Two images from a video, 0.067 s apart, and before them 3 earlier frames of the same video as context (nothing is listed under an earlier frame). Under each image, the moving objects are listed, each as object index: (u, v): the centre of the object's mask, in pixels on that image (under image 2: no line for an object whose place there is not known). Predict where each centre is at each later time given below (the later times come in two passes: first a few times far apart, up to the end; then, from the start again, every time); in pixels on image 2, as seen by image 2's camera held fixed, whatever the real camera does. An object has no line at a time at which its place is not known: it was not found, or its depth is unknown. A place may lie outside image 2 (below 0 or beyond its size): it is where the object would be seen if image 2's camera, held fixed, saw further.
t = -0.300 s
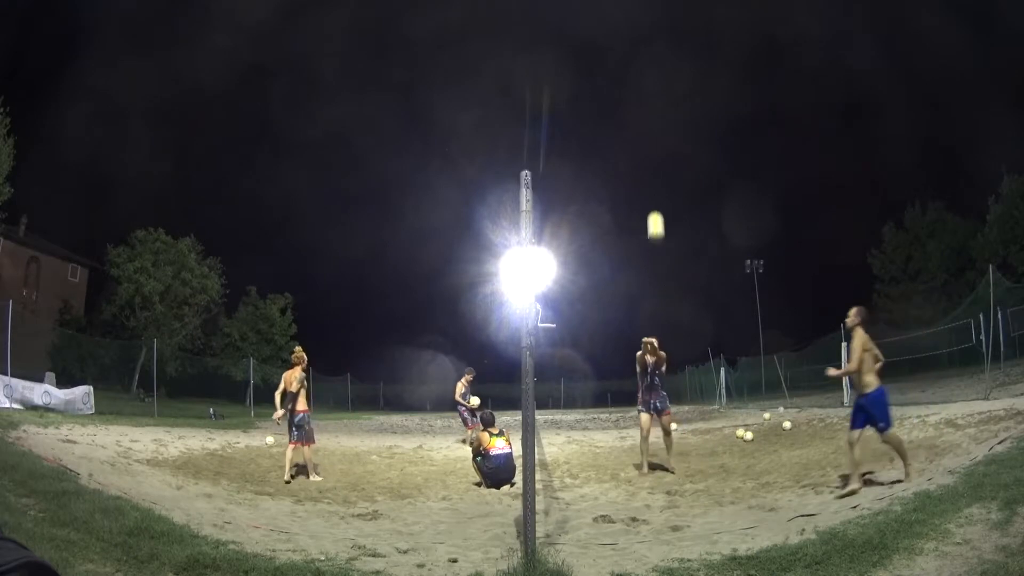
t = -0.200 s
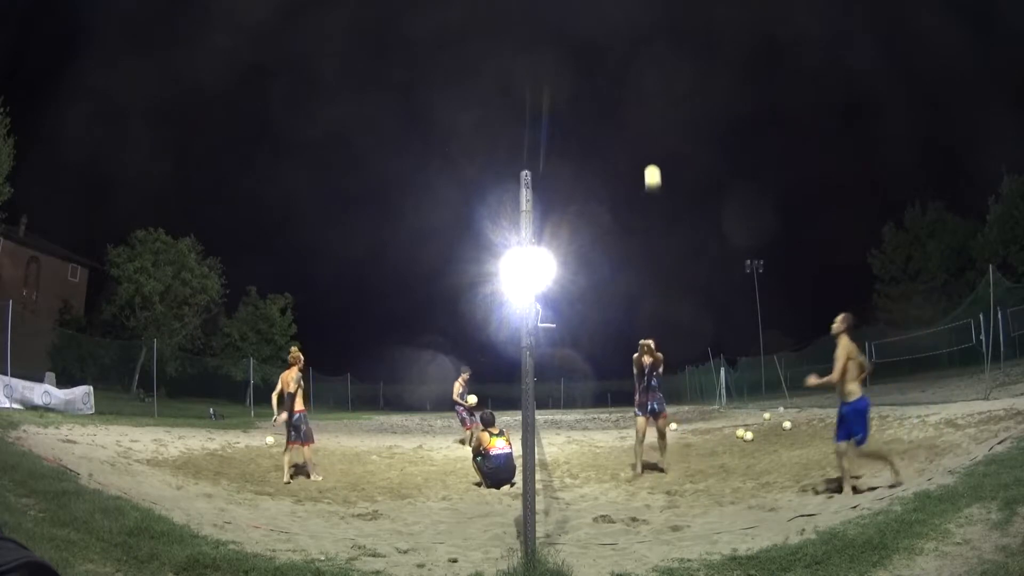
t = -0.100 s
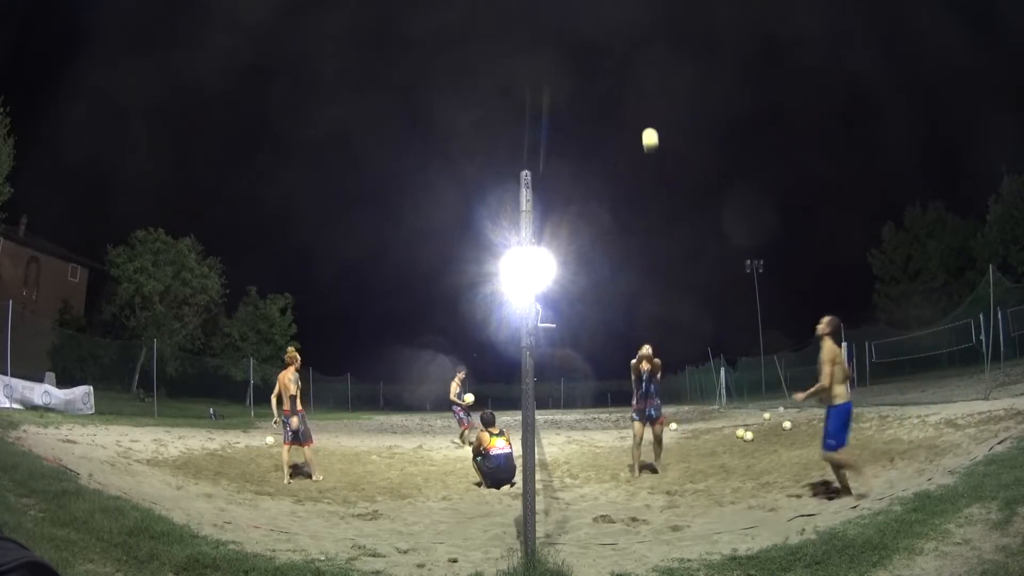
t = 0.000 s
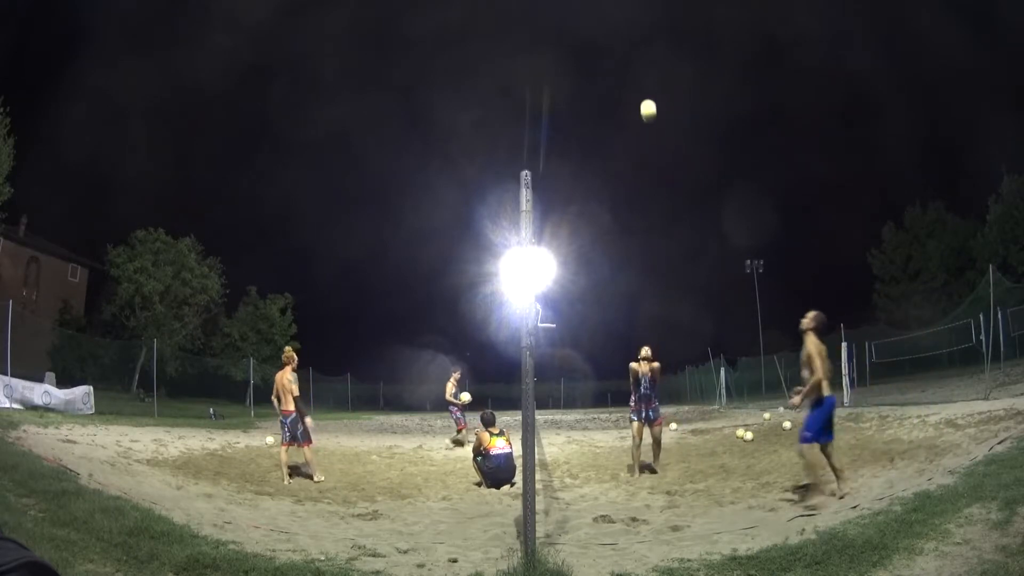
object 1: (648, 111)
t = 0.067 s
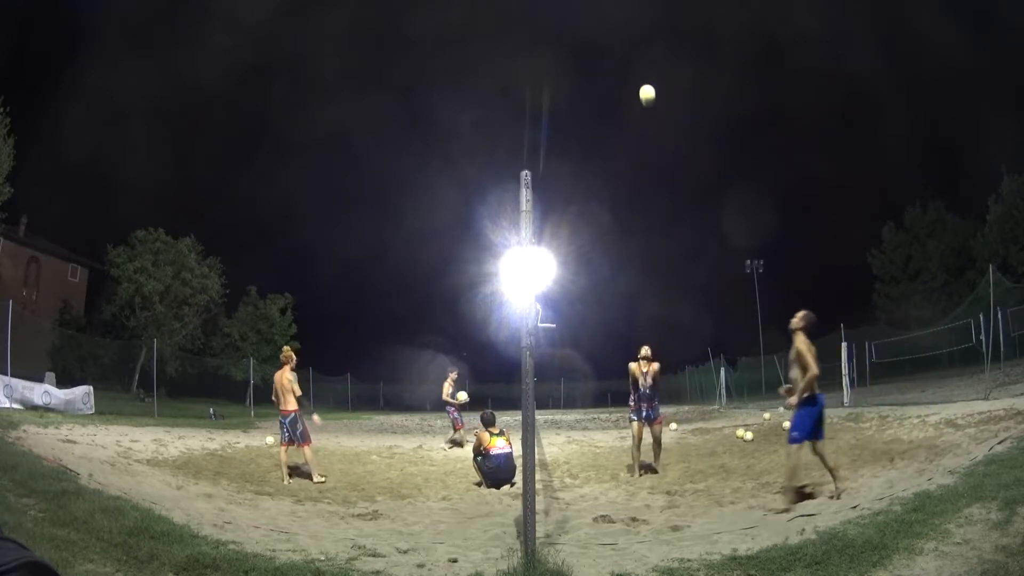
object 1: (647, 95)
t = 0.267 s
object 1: (647, 66)
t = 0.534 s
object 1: (652, 60)
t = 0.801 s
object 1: (667, 96)
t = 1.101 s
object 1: (694, 205)
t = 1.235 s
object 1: (708, 287)
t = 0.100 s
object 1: (647, 89)
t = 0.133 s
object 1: (647, 83)
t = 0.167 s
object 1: (647, 77)
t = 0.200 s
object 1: (646, 73)
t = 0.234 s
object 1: (647, 69)
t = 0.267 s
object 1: (647, 66)
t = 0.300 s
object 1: (647, 63)
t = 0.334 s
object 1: (647, 61)
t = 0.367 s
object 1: (648, 59)
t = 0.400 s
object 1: (649, 58)
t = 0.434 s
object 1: (649, 58)
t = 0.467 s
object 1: (650, 58)
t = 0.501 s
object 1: (651, 59)
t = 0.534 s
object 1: (652, 60)
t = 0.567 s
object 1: (653, 62)
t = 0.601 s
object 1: (655, 65)
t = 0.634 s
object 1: (656, 68)
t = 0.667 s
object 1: (658, 72)
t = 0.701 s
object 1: (660, 77)
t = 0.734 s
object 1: (662, 82)
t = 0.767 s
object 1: (664, 89)
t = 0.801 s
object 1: (667, 96)
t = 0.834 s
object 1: (669, 103)
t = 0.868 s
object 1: (672, 113)
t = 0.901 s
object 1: (674, 122)
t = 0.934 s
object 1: (677, 133)
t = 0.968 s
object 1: (680, 145)
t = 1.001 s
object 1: (684, 158)
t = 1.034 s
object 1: (687, 172)
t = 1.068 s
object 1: (690, 188)
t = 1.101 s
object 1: (694, 205)
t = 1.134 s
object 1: (697, 223)
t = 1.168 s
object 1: (701, 243)
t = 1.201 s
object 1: (704, 264)
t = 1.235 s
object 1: (708, 287)
